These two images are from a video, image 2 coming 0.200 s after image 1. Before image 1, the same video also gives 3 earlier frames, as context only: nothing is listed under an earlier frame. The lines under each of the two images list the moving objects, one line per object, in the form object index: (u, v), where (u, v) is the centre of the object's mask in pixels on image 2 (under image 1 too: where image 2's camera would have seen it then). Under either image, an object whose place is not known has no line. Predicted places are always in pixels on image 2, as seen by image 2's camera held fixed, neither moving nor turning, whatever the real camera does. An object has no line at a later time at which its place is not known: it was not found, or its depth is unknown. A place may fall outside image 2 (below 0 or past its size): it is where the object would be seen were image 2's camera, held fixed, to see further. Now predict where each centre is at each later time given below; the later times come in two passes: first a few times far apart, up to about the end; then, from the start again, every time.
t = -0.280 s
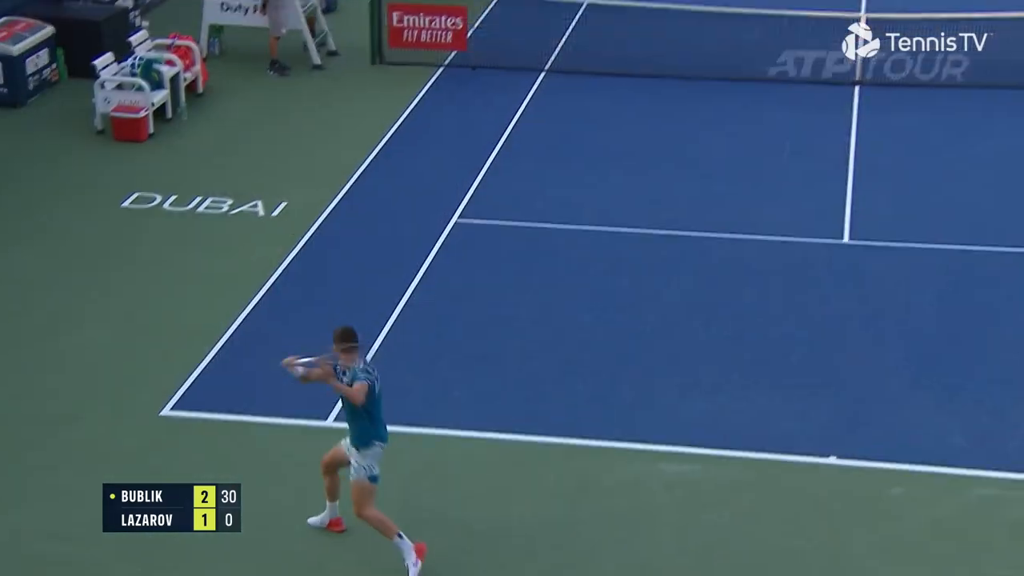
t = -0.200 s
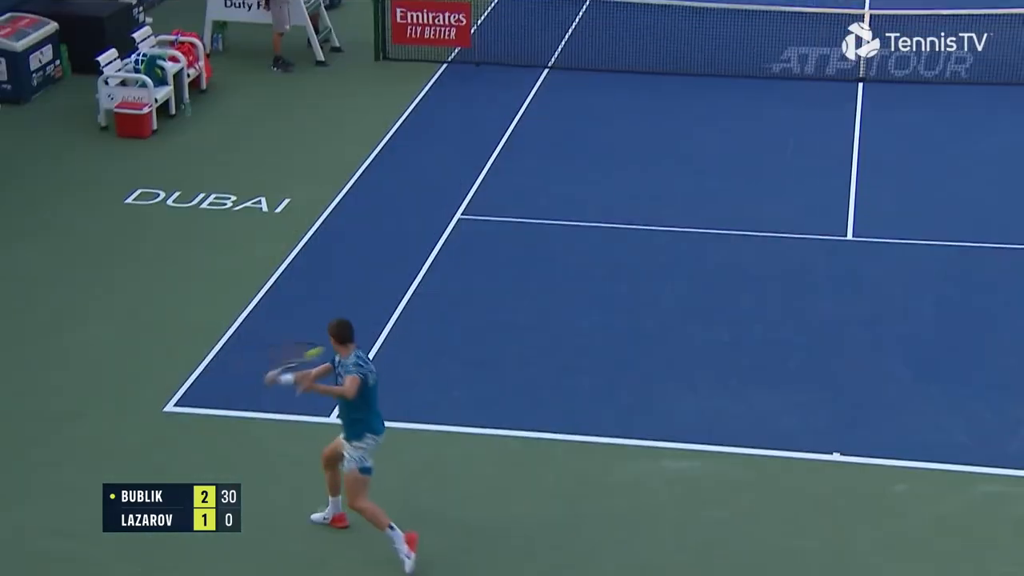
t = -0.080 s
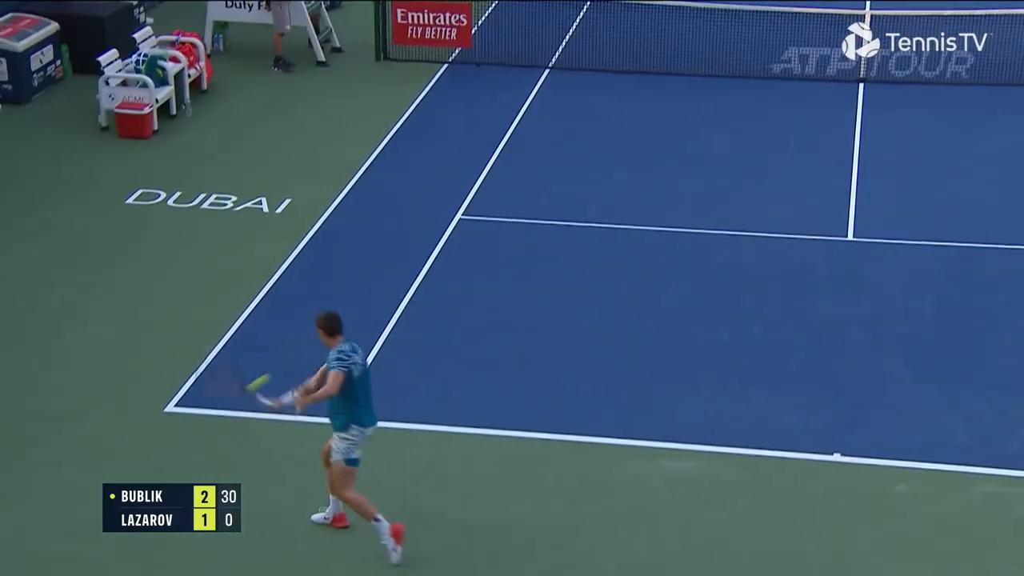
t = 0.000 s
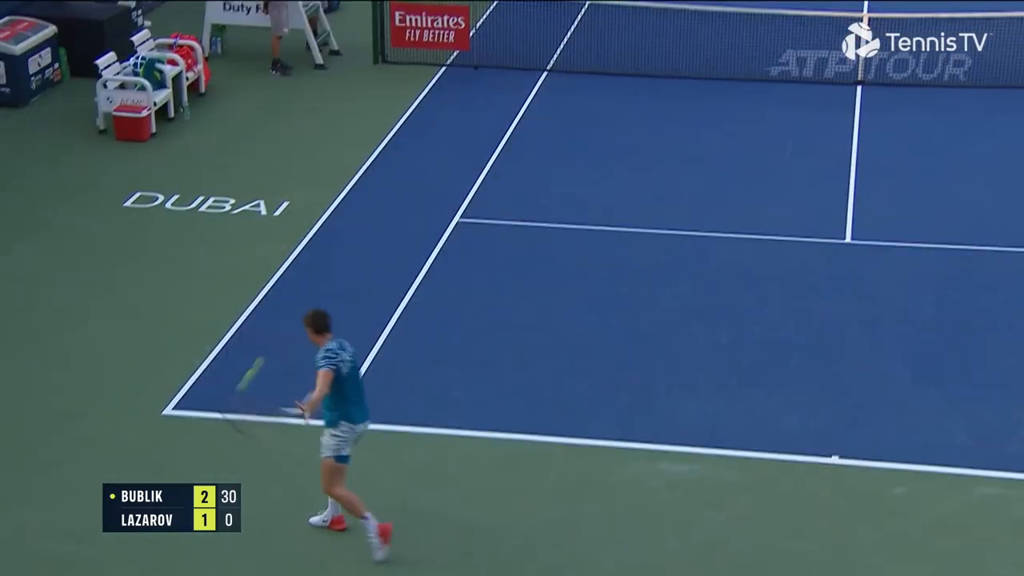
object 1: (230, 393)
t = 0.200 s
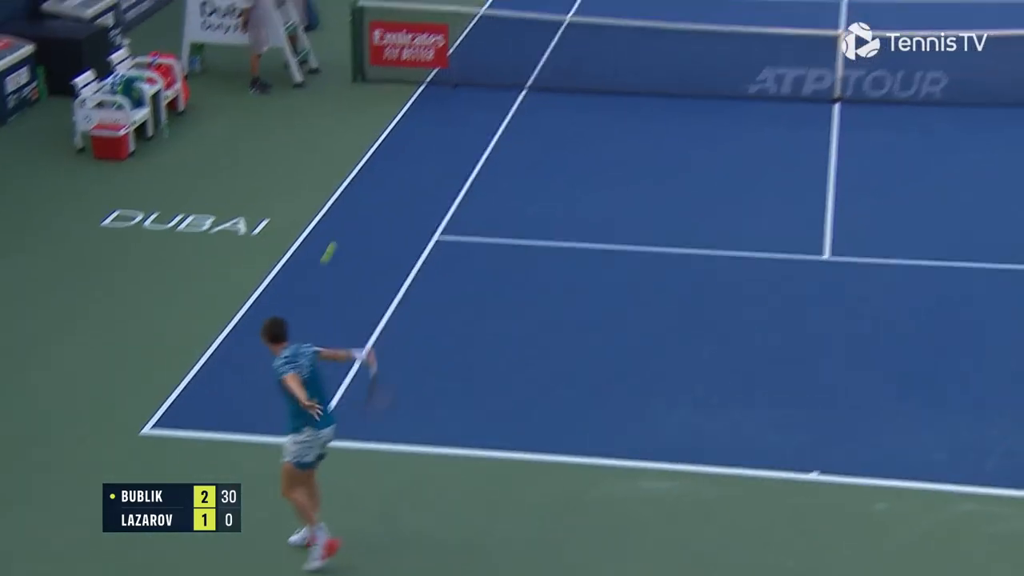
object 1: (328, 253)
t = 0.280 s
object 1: (359, 208)
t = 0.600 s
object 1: (454, 79)
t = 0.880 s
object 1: (512, 8)
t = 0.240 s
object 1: (344, 230)
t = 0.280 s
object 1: (359, 208)
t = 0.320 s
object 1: (373, 189)
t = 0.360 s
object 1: (387, 170)
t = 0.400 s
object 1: (400, 153)
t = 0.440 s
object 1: (412, 136)
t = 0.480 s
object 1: (423, 120)
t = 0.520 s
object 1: (434, 106)
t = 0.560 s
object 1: (444, 92)
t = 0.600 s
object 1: (454, 79)
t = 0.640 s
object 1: (464, 67)
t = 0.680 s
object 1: (473, 55)
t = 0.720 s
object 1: (481, 45)
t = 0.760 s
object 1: (490, 34)
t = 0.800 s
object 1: (497, 25)
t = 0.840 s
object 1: (505, 16)
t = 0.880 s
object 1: (512, 8)
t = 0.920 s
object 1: (520, 0)
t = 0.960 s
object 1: (526, -8)
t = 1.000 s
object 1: (532, -14)
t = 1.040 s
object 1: (538, -21)
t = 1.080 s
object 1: (544, -26)
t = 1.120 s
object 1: (550, -32)
